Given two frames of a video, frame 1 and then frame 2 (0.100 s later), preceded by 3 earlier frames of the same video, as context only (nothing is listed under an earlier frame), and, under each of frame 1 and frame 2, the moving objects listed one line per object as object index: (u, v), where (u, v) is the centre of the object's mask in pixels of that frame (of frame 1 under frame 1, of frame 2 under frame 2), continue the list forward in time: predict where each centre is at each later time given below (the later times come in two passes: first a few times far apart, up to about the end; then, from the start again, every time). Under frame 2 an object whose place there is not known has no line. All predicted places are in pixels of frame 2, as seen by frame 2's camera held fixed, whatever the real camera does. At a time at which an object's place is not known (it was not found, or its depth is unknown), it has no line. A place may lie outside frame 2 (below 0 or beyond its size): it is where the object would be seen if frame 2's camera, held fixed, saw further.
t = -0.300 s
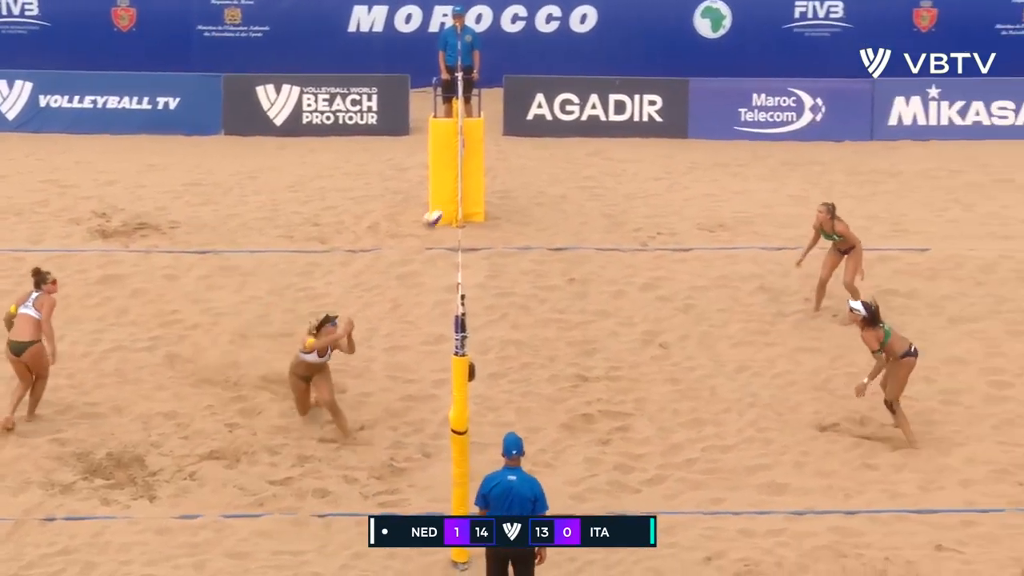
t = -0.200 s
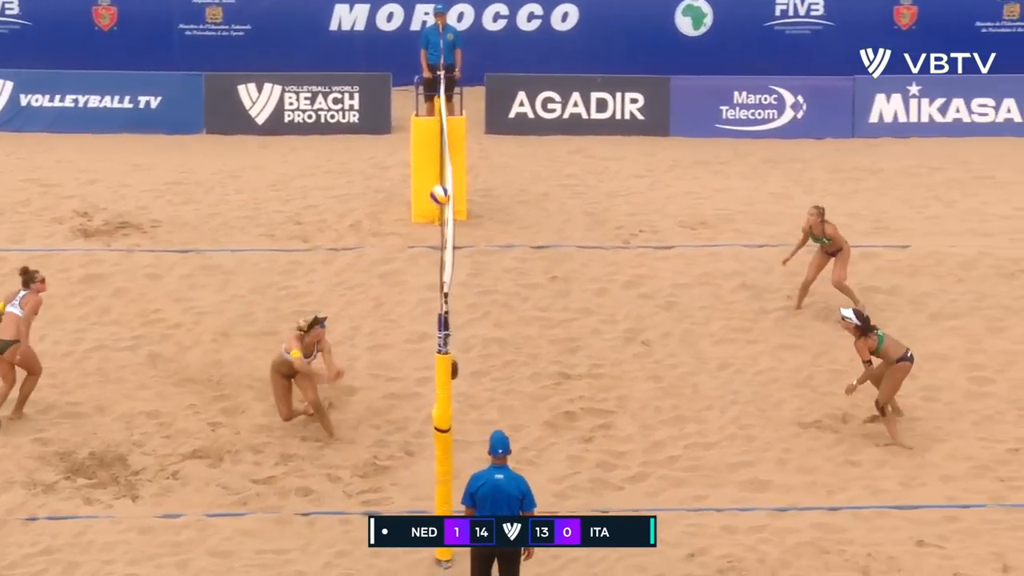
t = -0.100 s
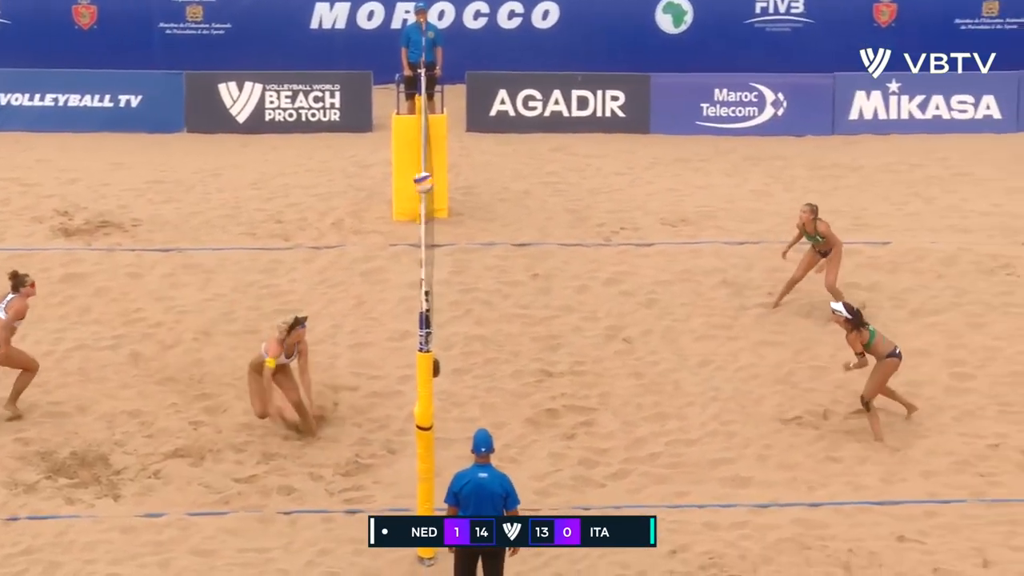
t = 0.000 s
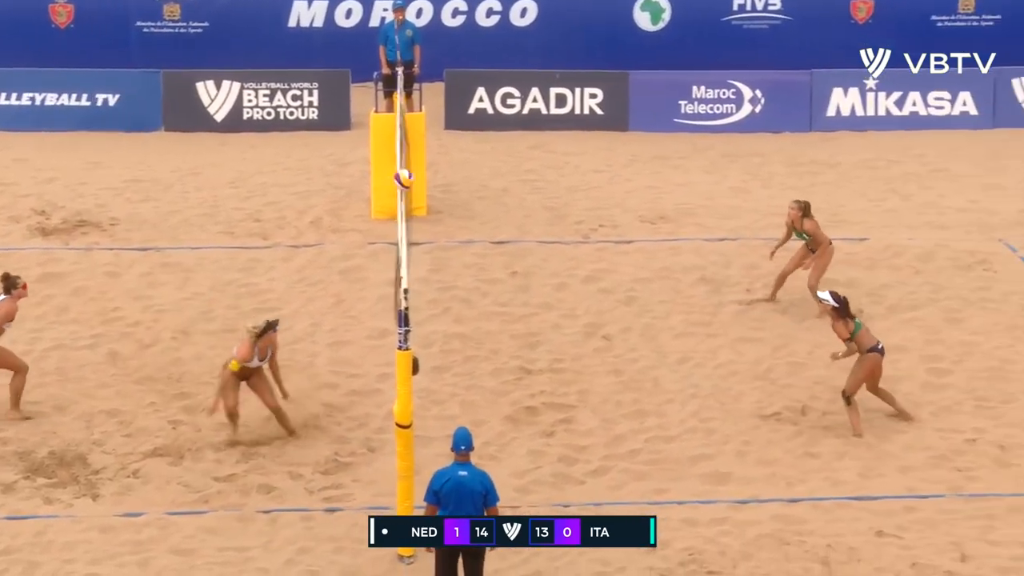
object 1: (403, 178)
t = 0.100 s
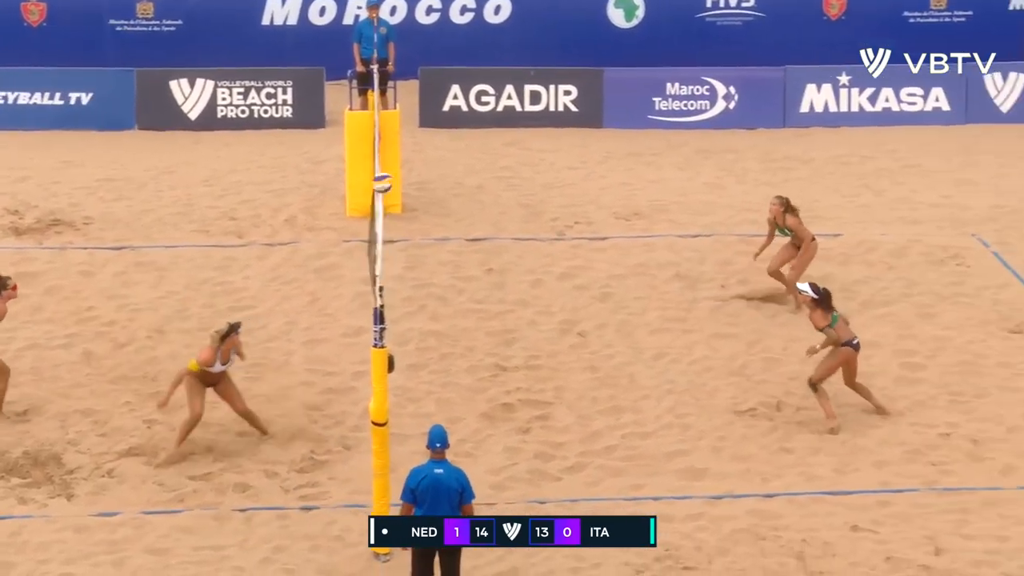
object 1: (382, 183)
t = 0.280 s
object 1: (401, 202)
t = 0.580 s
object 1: (435, 293)
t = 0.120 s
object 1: (384, 183)
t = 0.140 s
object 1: (386, 185)
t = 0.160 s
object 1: (388, 187)
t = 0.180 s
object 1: (390, 188)
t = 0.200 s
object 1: (393, 191)
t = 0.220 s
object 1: (394, 193)
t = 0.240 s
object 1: (397, 195)
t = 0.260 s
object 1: (399, 199)
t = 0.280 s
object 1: (401, 202)
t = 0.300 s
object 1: (401, 204)
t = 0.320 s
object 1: (403, 206)
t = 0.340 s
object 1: (407, 214)
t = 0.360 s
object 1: (409, 220)
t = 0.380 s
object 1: (412, 225)
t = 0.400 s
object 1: (414, 230)
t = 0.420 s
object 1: (416, 236)
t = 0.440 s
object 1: (419, 243)
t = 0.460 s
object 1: (422, 248)
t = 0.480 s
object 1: (424, 256)
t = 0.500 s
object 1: (427, 264)
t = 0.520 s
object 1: (429, 272)
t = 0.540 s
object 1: (431, 279)
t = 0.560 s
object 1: (432, 286)
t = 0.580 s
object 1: (435, 293)
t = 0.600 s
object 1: (438, 301)
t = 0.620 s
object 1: (441, 314)
